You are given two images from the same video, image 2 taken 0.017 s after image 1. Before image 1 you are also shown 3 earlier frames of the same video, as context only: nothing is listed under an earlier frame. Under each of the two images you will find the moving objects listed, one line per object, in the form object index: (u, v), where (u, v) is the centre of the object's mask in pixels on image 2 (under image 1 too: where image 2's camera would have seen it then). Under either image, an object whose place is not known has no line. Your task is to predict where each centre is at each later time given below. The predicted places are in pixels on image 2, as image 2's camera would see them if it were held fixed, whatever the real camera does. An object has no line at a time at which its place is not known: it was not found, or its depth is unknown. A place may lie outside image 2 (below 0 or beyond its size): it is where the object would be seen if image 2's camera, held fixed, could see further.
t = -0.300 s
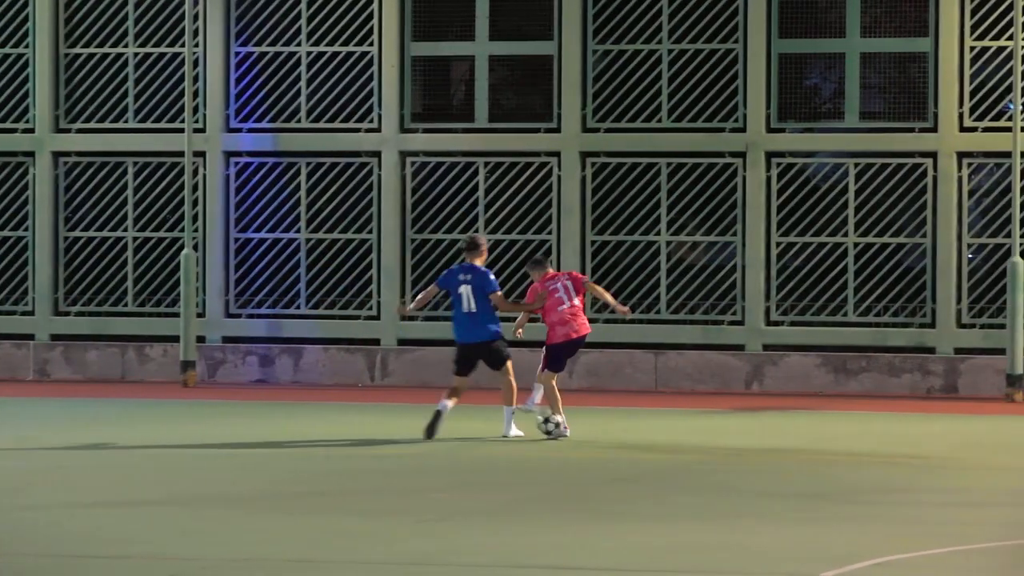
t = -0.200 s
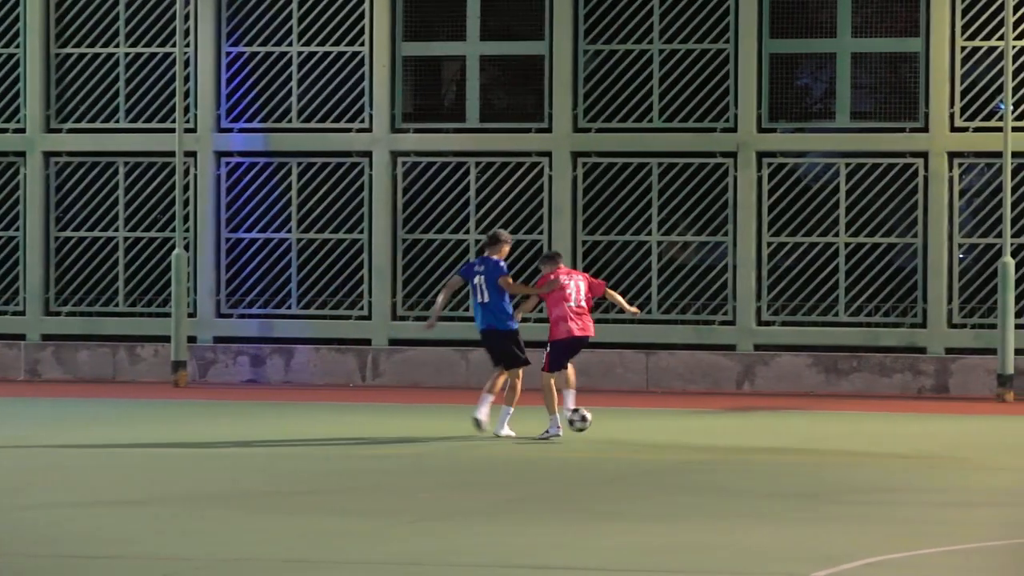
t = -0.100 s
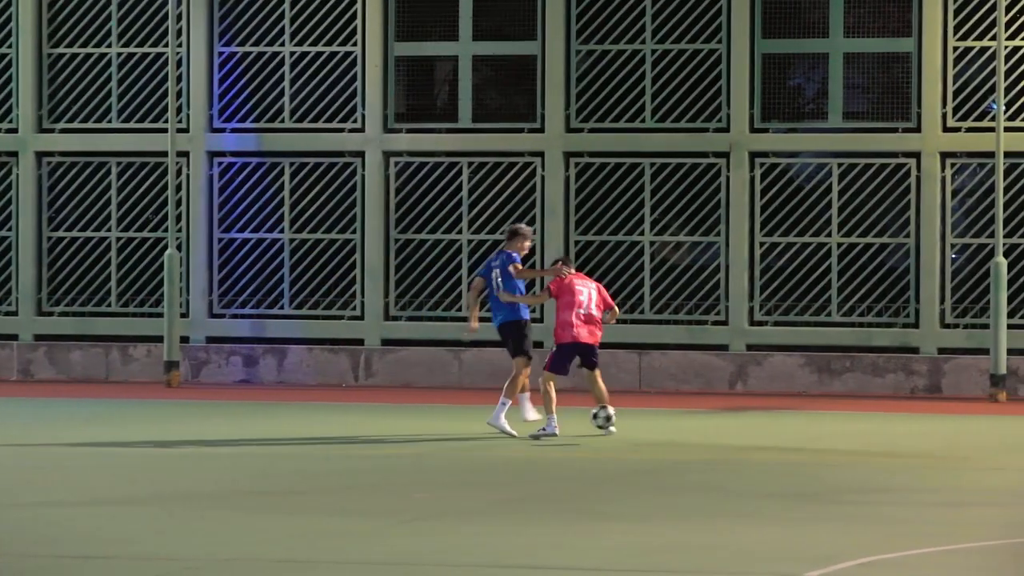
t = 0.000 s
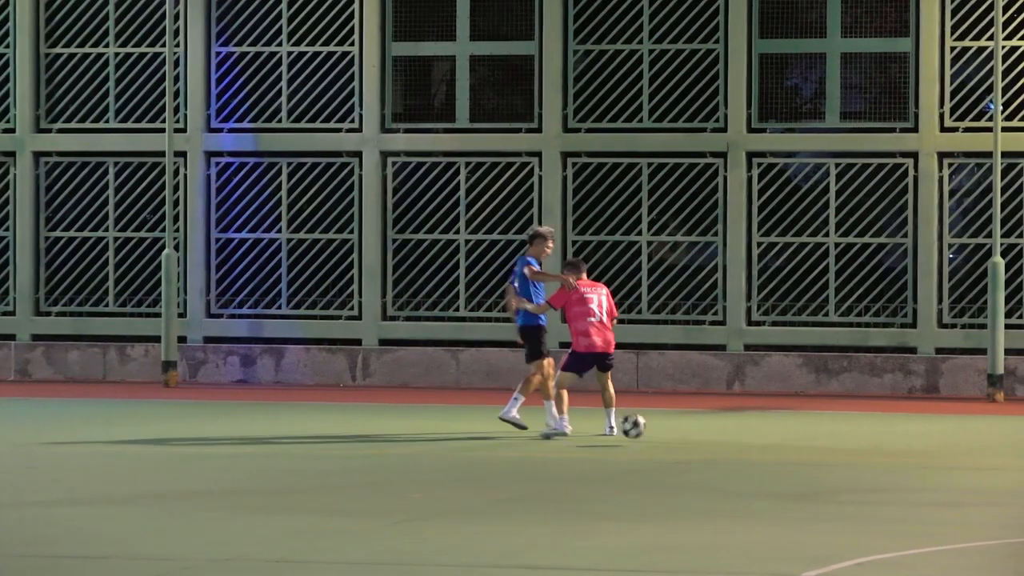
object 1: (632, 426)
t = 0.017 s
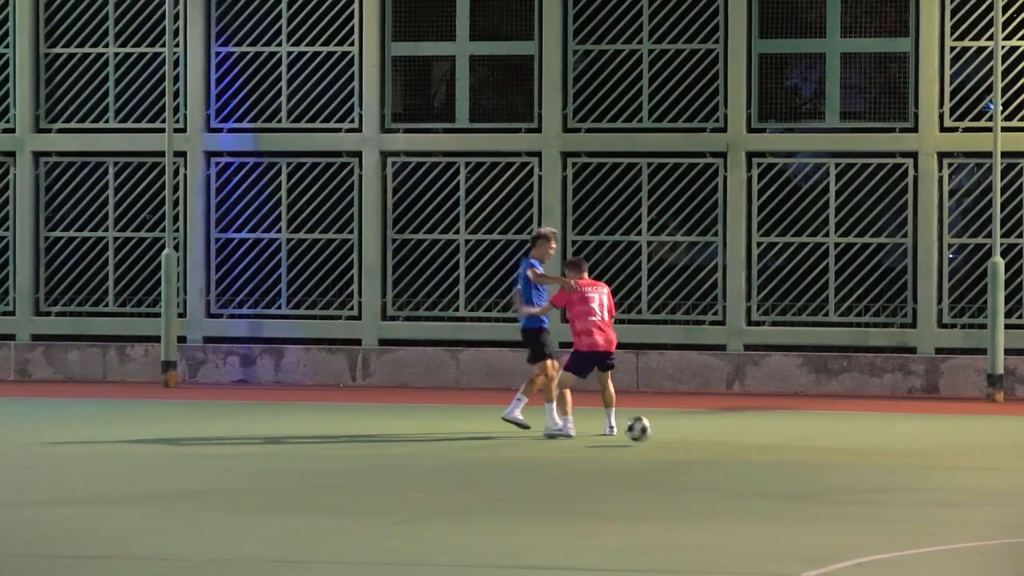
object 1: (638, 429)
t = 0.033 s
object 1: (642, 431)
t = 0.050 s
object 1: (647, 433)
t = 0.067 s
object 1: (652, 430)
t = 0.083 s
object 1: (656, 428)
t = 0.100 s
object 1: (661, 426)
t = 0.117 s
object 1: (666, 424)
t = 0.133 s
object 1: (670, 423)
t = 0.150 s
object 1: (675, 422)
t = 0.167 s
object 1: (679, 422)
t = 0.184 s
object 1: (684, 422)
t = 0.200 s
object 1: (688, 422)
